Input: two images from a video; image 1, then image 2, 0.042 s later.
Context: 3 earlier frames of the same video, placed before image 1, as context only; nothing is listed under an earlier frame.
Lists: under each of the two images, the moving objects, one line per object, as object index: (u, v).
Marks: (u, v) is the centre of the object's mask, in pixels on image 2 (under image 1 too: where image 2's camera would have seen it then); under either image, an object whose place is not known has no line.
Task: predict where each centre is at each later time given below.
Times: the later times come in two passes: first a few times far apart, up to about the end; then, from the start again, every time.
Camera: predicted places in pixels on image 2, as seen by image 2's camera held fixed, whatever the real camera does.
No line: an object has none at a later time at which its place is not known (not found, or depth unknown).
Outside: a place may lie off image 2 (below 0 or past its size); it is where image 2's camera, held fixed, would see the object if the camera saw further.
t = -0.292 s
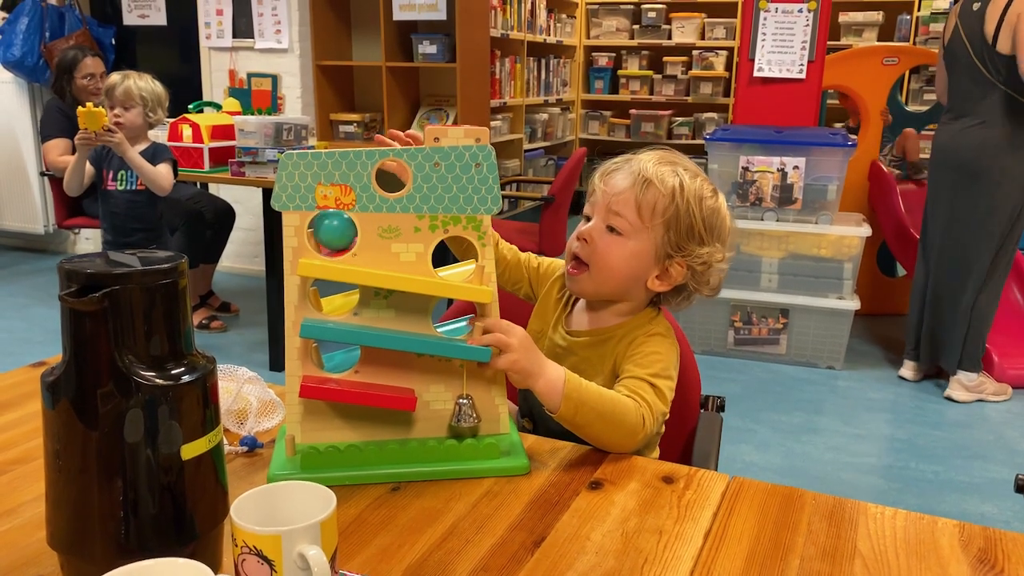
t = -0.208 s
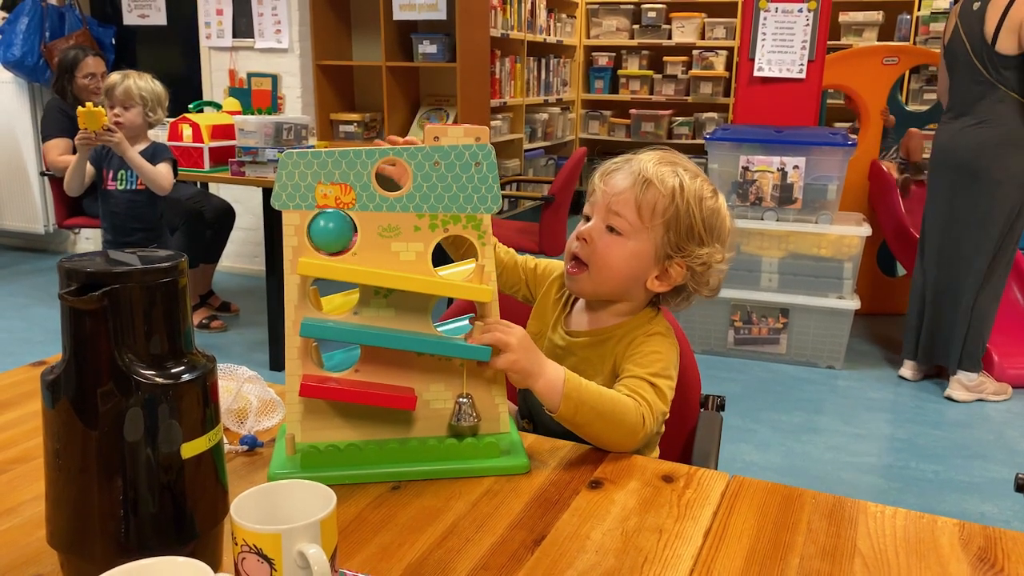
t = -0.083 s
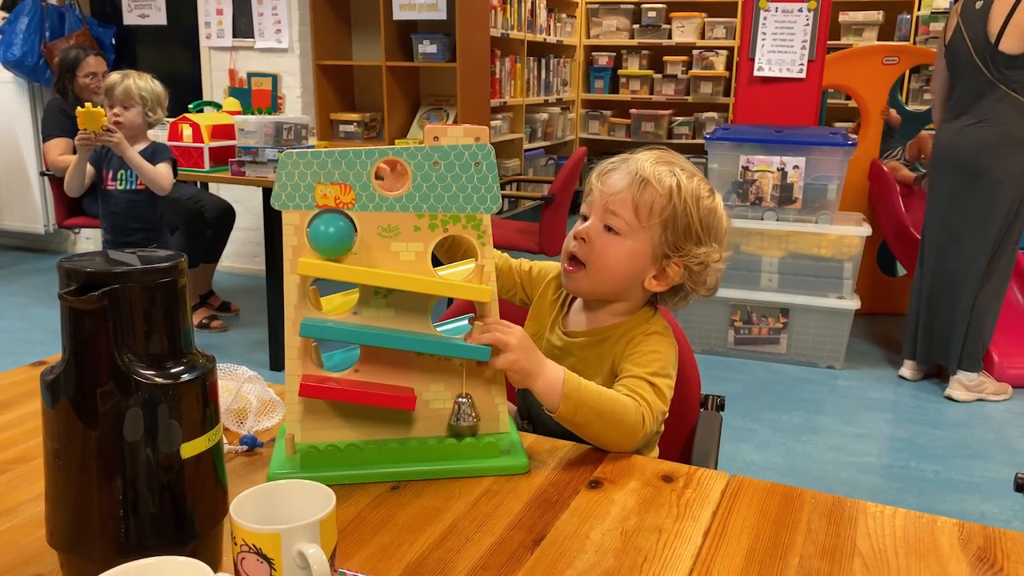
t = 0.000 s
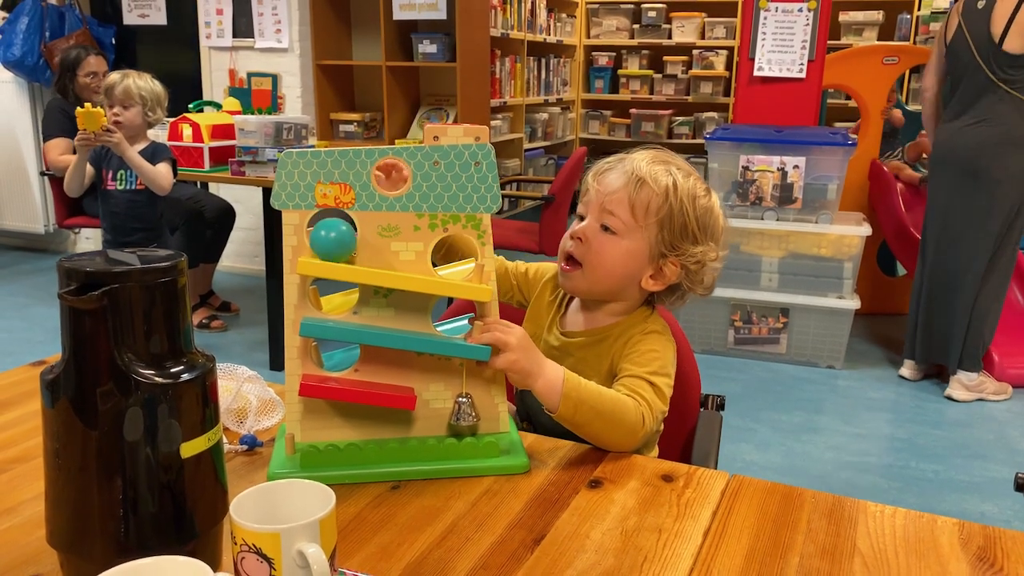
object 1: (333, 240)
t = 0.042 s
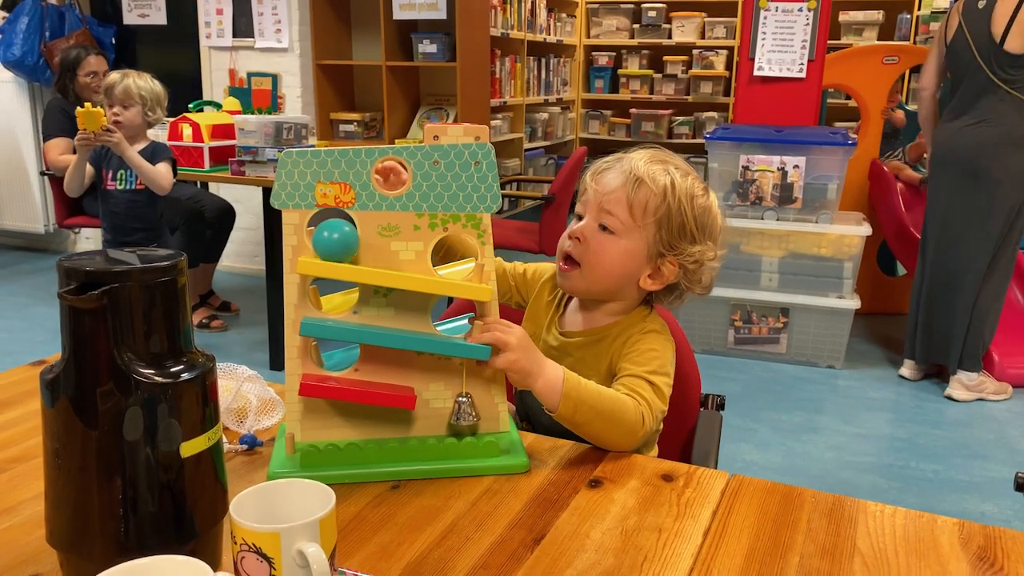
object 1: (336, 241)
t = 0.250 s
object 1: (380, 248)
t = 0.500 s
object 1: (444, 257)
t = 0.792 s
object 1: (455, 257)
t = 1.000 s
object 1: (453, 256)
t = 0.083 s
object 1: (341, 241)
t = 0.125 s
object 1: (349, 242)
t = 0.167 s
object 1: (358, 245)
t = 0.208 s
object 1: (368, 246)
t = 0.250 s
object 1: (380, 248)
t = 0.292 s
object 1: (393, 250)
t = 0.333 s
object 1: (408, 252)
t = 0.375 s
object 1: (425, 255)
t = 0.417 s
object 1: (441, 257)
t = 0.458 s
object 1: (448, 257)
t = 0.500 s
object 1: (444, 257)
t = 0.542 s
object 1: (447, 258)
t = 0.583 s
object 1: (452, 259)
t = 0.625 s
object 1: (451, 259)
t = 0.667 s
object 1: (450, 259)
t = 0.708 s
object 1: (451, 258)
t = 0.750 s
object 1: (453, 258)
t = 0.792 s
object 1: (455, 257)
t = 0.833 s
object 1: (455, 257)
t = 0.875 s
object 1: (454, 257)
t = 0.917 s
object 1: (454, 257)
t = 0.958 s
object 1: (454, 257)
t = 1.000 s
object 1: (453, 256)
